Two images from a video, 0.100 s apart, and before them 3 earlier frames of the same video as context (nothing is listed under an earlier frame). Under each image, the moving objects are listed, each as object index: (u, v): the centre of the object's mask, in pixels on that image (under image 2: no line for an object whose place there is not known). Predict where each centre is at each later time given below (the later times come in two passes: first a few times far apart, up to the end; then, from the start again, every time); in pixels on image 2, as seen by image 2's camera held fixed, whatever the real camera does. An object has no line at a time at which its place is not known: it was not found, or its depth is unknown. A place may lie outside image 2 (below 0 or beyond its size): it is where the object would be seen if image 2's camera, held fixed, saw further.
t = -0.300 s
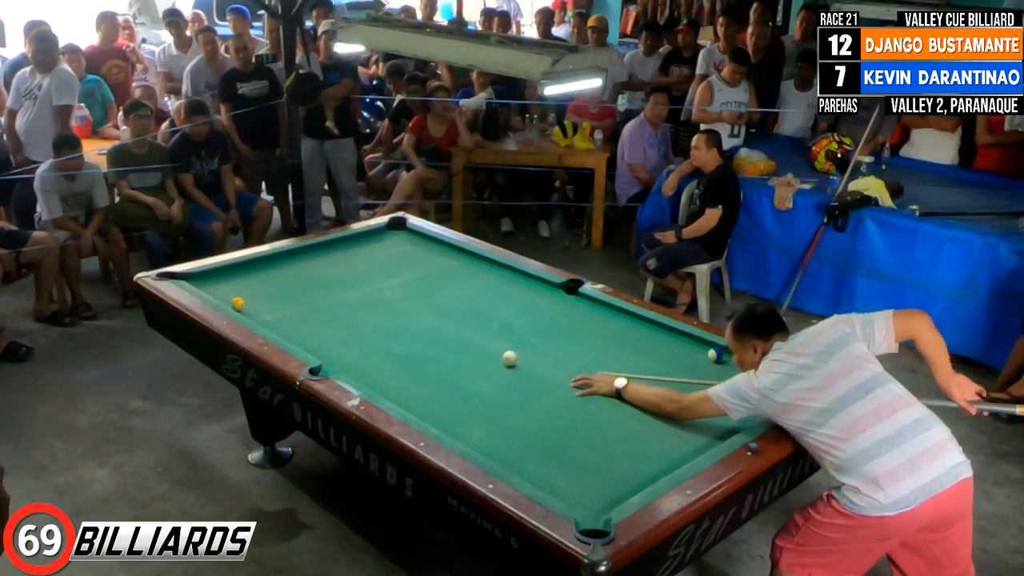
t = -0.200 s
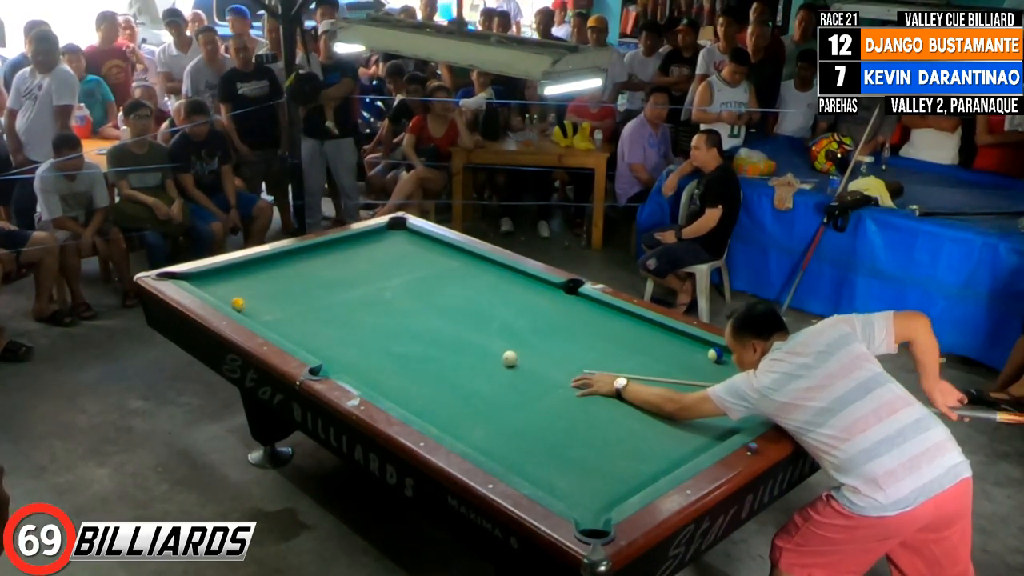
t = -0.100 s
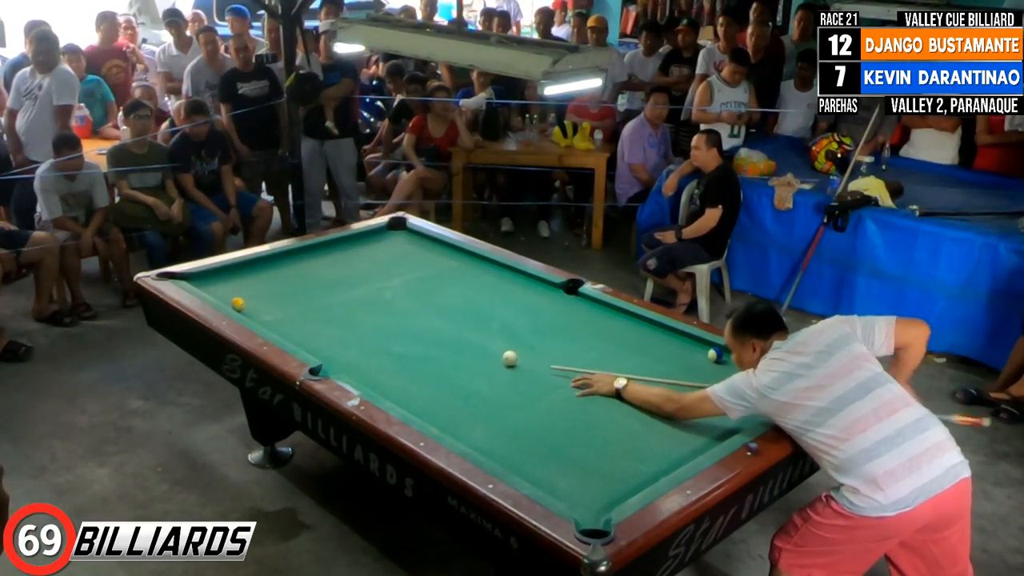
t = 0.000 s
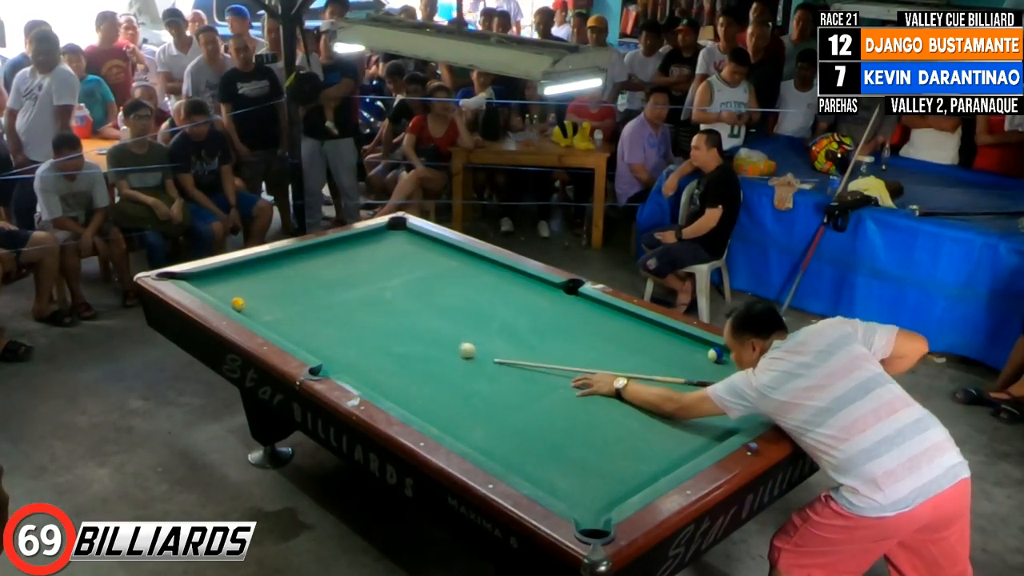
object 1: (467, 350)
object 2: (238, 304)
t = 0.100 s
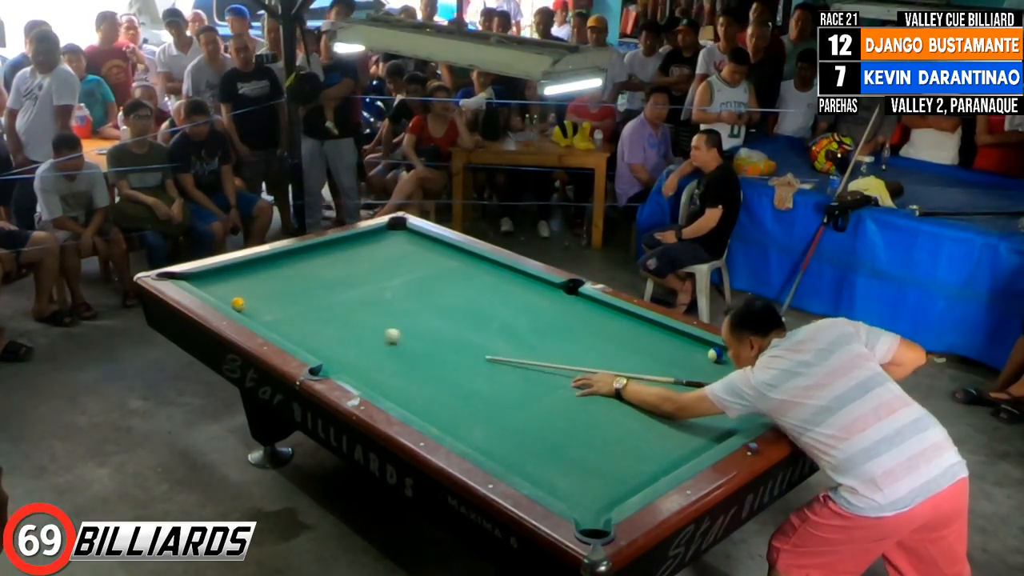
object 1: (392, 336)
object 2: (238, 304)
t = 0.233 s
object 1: (310, 320)
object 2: (238, 304)
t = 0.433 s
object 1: (239, 308)
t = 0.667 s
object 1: (258, 308)
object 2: (183, 276)
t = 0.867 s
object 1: (274, 306)
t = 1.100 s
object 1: (290, 304)
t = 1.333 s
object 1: (306, 303)
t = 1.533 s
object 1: (318, 301)
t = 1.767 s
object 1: (332, 300)
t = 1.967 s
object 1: (343, 299)
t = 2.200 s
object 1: (355, 298)
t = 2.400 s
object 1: (365, 296)
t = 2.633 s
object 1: (375, 296)
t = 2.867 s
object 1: (384, 295)
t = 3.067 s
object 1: (390, 294)
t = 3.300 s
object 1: (398, 293)
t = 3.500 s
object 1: (403, 293)
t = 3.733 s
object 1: (408, 292)
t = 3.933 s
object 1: (412, 292)
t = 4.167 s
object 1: (415, 291)
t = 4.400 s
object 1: (417, 291)
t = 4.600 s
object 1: (419, 291)
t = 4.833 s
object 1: (419, 291)
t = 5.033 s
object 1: (419, 291)
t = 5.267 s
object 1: (419, 291)
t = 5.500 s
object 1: (419, 291)
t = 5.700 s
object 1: (419, 291)
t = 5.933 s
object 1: (419, 291)
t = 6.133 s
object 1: (419, 291)
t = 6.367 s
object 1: (419, 291)
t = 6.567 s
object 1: (419, 291)
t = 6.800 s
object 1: (419, 291)
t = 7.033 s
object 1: (419, 291)
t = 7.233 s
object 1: (419, 291)
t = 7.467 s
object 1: (419, 291)
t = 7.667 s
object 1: (419, 291)
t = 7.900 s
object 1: (419, 291)
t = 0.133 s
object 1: (370, 332)
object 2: (238, 304)
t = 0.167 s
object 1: (349, 328)
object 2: (238, 304)
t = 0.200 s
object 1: (329, 324)
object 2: (238, 304)
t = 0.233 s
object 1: (310, 320)
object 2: (238, 304)
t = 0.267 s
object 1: (292, 317)
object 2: (238, 303)
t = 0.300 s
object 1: (275, 313)
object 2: (238, 304)
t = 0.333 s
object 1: (259, 310)
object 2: (238, 304)
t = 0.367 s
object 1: (246, 308)
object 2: (236, 303)
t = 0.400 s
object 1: (240, 308)
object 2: (228, 299)
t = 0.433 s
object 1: (239, 308)
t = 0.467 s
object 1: (243, 308)
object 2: (211, 291)
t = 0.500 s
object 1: (245, 309)
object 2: (204, 287)
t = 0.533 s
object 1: (248, 309)
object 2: (198, 284)
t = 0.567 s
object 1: (250, 309)
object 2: (194, 281)
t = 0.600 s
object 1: (253, 308)
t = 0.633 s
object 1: (255, 308)
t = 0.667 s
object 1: (258, 308)
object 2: (183, 276)
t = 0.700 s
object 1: (261, 307)
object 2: (179, 277)
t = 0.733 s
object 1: (263, 307)
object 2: (174, 278)
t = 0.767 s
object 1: (266, 307)
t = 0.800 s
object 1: (268, 307)
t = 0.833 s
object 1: (271, 306)
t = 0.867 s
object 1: (274, 306)
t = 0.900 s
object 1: (276, 306)
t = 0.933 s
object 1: (278, 305)
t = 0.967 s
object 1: (280, 305)
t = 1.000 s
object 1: (283, 305)
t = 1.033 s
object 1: (285, 305)
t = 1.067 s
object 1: (288, 304)
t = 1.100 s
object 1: (290, 304)
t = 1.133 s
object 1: (292, 304)
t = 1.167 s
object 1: (295, 304)
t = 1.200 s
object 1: (297, 303)
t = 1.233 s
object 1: (299, 303)
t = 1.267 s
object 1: (301, 303)
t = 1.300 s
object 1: (304, 303)
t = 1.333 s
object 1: (306, 303)
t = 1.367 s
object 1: (308, 302)
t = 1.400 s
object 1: (310, 302)
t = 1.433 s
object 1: (312, 302)
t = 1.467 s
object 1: (314, 302)
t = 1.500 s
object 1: (316, 302)
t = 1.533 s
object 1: (318, 301)
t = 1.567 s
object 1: (320, 301)
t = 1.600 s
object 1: (322, 301)
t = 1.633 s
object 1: (324, 301)
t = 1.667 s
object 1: (326, 301)
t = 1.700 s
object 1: (328, 300)
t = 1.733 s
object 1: (330, 300)
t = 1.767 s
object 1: (332, 300)
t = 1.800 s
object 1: (334, 300)
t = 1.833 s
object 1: (336, 300)
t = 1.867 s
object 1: (338, 299)
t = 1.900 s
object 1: (340, 299)
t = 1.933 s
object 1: (341, 299)
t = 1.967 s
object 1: (343, 299)
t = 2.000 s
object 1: (345, 299)
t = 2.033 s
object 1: (347, 298)
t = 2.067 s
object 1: (348, 298)
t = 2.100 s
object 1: (350, 298)
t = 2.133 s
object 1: (352, 298)
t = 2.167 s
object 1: (353, 298)
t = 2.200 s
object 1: (355, 298)
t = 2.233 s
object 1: (357, 297)
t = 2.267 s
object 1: (358, 297)
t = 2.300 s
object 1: (360, 297)
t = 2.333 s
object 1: (362, 297)
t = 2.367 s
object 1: (363, 297)
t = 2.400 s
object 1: (365, 296)
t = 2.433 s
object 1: (366, 296)
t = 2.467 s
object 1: (367, 296)
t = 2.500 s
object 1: (369, 296)
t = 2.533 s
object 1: (370, 296)
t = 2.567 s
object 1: (372, 296)
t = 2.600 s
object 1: (373, 296)
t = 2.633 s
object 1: (375, 296)
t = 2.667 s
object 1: (376, 295)
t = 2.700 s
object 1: (378, 295)
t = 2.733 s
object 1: (379, 295)
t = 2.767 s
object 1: (380, 295)
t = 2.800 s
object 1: (381, 295)
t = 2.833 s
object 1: (382, 295)
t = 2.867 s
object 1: (384, 295)
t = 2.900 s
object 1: (385, 295)
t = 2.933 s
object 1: (386, 294)
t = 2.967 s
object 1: (387, 294)
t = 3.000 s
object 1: (388, 294)
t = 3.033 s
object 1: (390, 294)
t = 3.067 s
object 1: (390, 294)
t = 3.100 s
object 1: (391, 294)
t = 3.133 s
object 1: (393, 294)
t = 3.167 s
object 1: (394, 294)
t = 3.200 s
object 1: (395, 293)
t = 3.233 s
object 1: (396, 293)
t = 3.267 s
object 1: (396, 293)
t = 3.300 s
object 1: (398, 293)
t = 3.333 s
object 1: (398, 293)
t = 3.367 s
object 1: (399, 293)
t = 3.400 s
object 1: (400, 293)
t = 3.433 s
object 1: (401, 293)
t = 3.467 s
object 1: (402, 293)
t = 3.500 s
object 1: (403, 293)
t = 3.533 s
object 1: (404, 293)
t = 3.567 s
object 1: (404, 293)
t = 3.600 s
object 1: (405, 293)
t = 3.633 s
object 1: (406, 292)
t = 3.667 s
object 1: (407, 292)
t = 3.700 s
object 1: (407, 292)
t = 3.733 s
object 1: (408, 292)
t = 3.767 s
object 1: (409, 292)
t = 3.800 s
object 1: (409, 292)
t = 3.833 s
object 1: (410, 292)
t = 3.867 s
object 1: (411, 292)
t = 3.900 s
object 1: (411, 292)
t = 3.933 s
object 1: (412, 292)
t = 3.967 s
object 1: (412, 292)
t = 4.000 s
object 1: (413, 292)
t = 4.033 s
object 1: (413, 292)
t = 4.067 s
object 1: (413, 292)
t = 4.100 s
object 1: (414, 291)
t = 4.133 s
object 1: (414, 291)
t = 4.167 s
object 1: (415, 291)
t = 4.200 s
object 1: (415, 291)
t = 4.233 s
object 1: (415, 291)
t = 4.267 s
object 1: (416, 291)
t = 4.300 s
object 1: (416, 291)
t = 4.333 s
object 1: (417, 291)
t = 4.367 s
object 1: (417, 291)
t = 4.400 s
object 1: (417, 291)
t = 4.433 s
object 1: (417, 291)
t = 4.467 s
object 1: (418, 291)
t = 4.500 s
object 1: (418, 291)
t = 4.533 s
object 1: (418, 291)
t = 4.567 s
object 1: (418, 291)
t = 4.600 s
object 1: (419, 291)
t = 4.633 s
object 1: (419, 291)
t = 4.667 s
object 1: (419, 291)
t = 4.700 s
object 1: (419, 291)
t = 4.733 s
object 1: (419, 291)
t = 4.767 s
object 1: (419, 291)
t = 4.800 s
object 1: (419, 291)
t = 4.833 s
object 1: (419, 291)
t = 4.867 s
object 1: (419, 291)
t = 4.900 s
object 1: (419, 291)
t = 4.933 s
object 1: (419, 291)
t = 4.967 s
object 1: (419, 291)
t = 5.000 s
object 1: (419, 291)
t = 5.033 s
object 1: (419, 291)
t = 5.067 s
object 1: (419, 291)
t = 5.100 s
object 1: (419, 291)
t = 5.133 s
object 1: (419, 291)
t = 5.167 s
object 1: (419, 291)
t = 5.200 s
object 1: (419, 291)
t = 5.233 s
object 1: (419, 291)
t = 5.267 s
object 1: (419, 291)
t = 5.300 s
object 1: (419, 291)
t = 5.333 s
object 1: (419, 291)
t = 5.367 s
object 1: (419, 291)
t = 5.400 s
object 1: (419, 291)
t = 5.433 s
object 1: (419, 291)
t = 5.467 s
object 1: (419, 291)
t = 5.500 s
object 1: (419, 291)
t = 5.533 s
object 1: (419, 291)
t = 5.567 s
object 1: (419, 291)
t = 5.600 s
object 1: (419, 291)
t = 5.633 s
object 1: (419, 291)
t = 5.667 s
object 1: (419, 291)
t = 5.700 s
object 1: (419, 291)
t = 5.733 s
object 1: (419, 291)
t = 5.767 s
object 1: (419, 291)
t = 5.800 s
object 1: (419, 291)
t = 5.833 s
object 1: (419, 291)
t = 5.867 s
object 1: (419, 291)
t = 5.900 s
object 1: (419, 291)
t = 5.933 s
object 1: (419, 291)
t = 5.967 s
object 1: (419, 291)
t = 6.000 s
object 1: (419, 291)
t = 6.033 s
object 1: (419, 291)
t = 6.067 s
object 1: (419, 291)
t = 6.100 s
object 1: (419, 291)
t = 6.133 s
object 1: (419, 291)
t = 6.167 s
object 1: (419, 291)
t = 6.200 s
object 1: (419, 291)
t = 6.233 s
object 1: (419, 291)
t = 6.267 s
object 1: (419, 291)
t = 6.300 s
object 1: (419, 291)
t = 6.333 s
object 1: (419, 291)
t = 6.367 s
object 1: (419, 291)
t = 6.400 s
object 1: (419, 291)
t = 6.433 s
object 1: (419, 291)
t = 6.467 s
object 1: (419, 291)
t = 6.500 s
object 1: (419, 291)
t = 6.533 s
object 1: (419, 291)
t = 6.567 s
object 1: (419, 291)
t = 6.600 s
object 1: (419, 291)
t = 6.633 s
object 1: (419, 291)
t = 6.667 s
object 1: (419, 291)
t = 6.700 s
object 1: (419, 291)
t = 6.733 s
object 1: (419, 291)
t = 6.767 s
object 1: (419, 291)
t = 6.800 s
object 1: (419, 291)
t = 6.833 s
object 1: (419, 291)
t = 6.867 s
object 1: (419, 291)
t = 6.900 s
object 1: (419, 291)
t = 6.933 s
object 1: (419, 291)
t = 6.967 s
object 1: (419, 291)
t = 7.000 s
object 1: (419, 291)
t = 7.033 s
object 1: (419, 291)
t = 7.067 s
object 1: (419, 291)
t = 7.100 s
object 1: (419, 291)
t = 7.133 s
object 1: (419, 291)
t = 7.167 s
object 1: (419, 291)
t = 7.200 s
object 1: (419, 291)
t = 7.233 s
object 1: (419, 291)
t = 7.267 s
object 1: (419, 291)
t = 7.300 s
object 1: (419, 291)
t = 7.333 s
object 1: (419, 291)
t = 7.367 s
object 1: (419, 291)
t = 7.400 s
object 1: (419, 291)
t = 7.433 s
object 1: (419, 291)
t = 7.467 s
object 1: (419, 291)
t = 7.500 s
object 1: (419, 291)
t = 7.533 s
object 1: (419, 291)
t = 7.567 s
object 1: (419, 291)
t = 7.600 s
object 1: (419, 291)
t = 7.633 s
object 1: (419, 291)
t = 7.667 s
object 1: (419, 291)
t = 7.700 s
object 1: (419, 291)
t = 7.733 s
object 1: (419, 291)
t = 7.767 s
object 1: (419, 291)
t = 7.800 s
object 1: (419, 291)
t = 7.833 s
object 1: (419, 291)
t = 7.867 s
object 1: (419, 291)
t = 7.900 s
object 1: (419, 291)
